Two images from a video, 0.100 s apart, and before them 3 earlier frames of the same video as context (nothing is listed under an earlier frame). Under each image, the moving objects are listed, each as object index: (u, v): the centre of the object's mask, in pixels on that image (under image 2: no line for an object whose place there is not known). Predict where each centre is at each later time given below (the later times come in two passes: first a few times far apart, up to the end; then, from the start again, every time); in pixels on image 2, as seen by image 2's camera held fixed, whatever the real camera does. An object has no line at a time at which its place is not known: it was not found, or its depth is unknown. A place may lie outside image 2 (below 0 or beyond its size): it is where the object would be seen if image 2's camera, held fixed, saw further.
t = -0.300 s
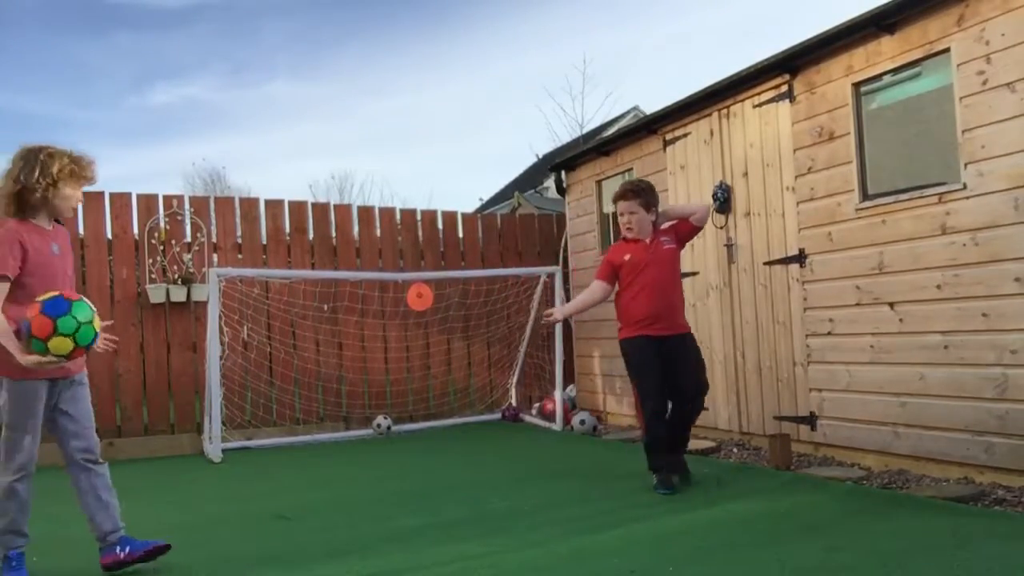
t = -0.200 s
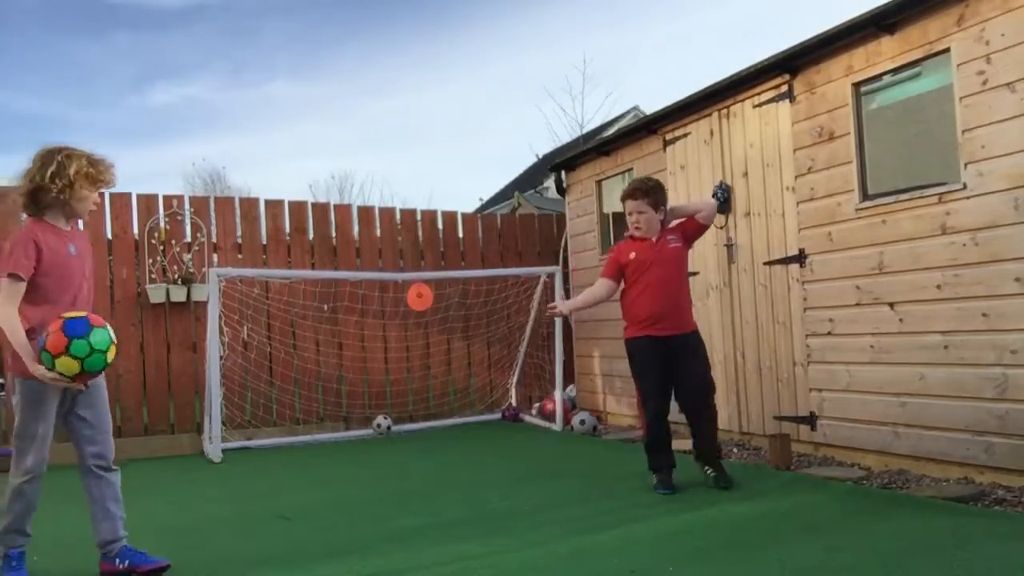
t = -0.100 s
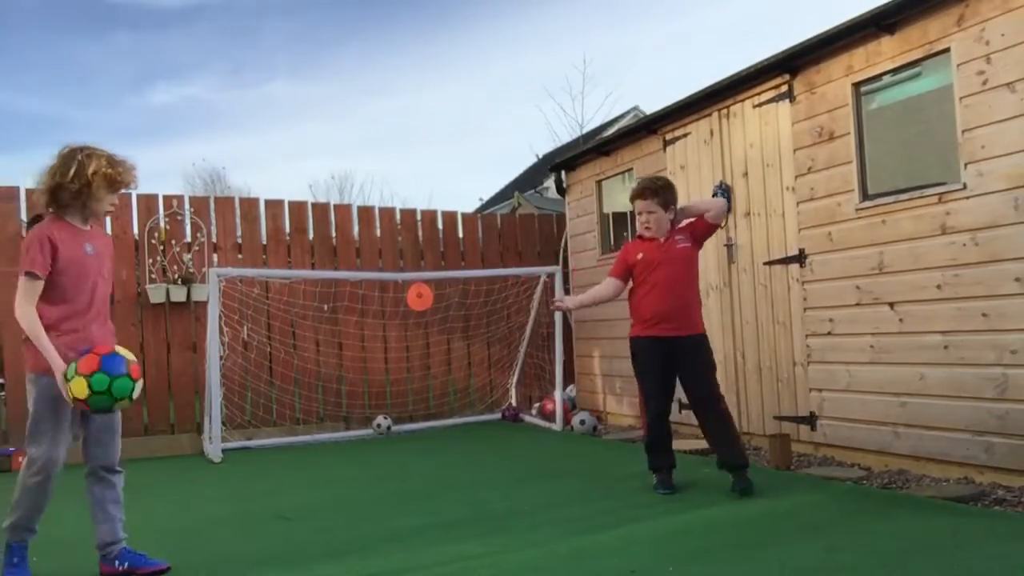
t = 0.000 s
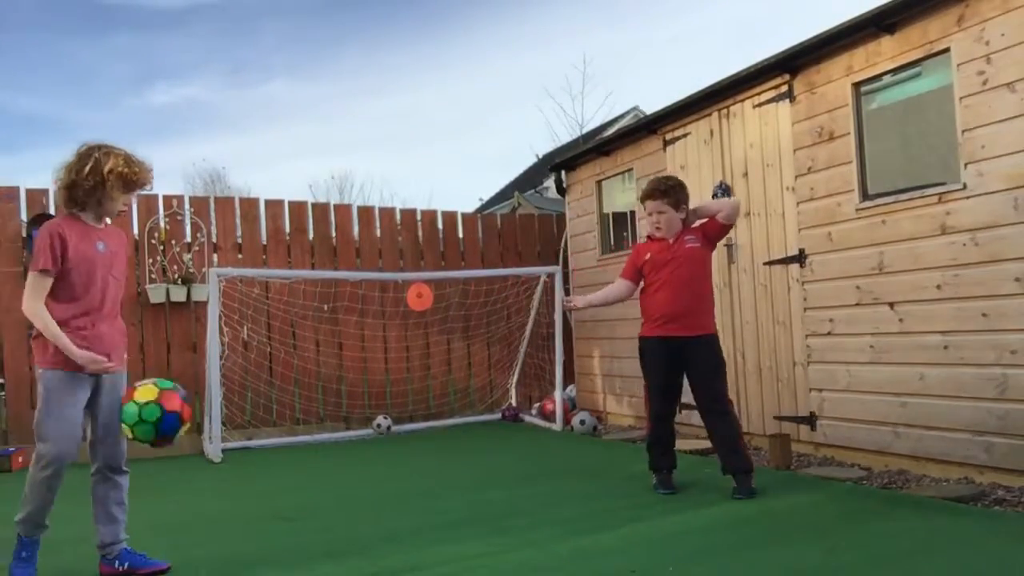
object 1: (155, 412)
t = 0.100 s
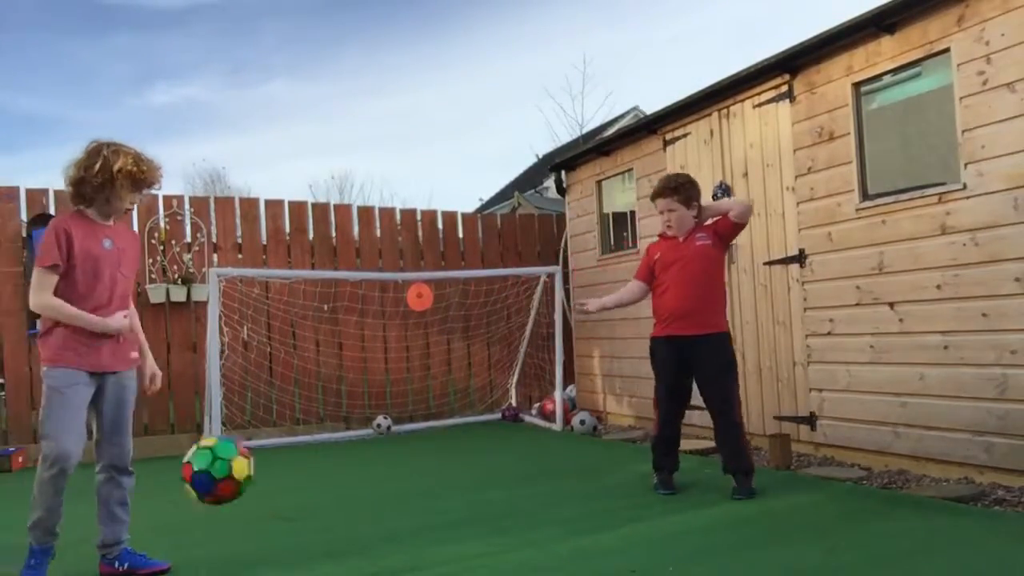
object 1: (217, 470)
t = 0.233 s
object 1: (292, 514)
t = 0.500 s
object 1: (411, 449)
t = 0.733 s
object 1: (506, 480)
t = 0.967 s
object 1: (587, 481)
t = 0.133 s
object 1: (237, 496)
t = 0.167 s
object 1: (258, 525)
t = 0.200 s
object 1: (277, 537)
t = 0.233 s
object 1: (292, 514)
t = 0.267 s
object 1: (307, 494)
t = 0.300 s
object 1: (322, 478)
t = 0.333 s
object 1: (336, 465)
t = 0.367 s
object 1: (351, 455)
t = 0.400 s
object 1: (366, 449)
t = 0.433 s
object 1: (381, 446)
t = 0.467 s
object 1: (396, 445)
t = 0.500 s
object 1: (411, 449)
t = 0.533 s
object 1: (426, 455)
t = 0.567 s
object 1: (440, 465)
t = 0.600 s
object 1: (455, 477)
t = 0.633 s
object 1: (470, 492)
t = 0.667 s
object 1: (483, 506)
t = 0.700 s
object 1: (495, 491)
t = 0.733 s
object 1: (506, 480)
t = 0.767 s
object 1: (518, 471)
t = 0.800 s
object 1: (529, 466)
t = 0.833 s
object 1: (540, 463)
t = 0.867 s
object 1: (551, 462)
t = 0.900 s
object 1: (562, 466)
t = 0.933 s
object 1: (575, 473)
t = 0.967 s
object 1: (587, 481)
